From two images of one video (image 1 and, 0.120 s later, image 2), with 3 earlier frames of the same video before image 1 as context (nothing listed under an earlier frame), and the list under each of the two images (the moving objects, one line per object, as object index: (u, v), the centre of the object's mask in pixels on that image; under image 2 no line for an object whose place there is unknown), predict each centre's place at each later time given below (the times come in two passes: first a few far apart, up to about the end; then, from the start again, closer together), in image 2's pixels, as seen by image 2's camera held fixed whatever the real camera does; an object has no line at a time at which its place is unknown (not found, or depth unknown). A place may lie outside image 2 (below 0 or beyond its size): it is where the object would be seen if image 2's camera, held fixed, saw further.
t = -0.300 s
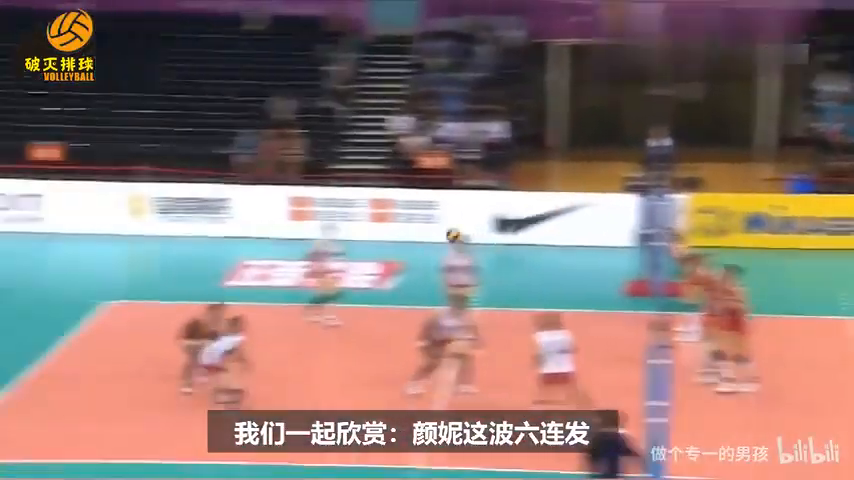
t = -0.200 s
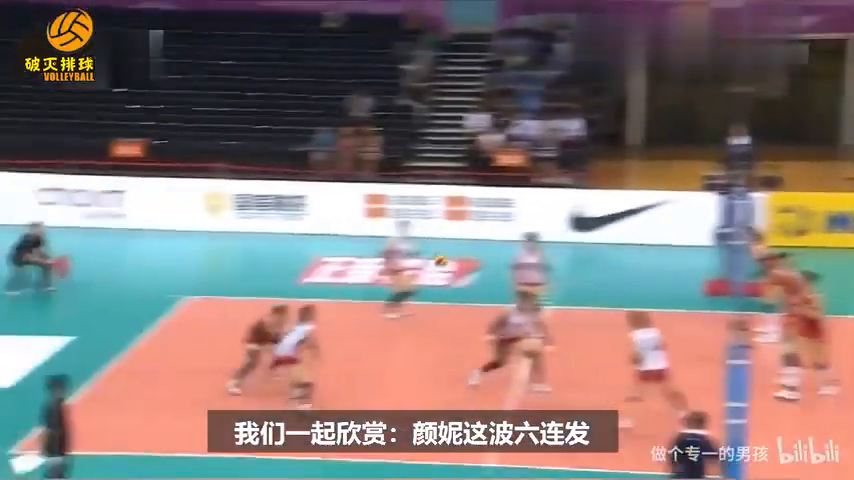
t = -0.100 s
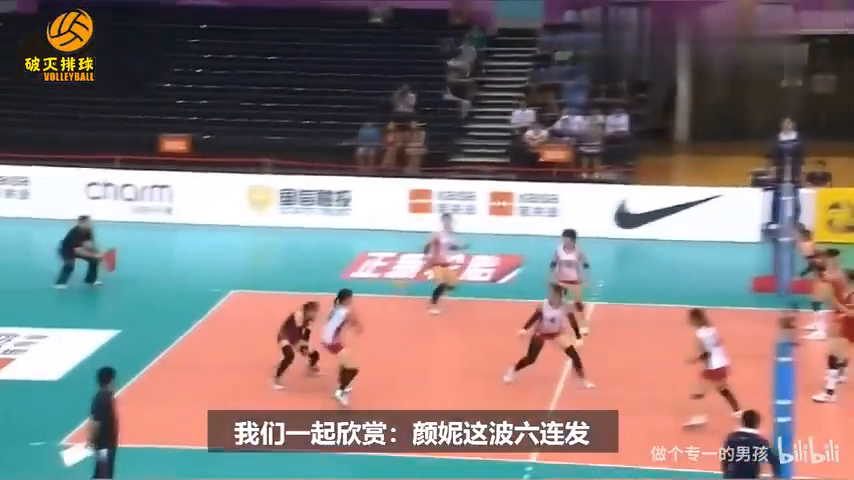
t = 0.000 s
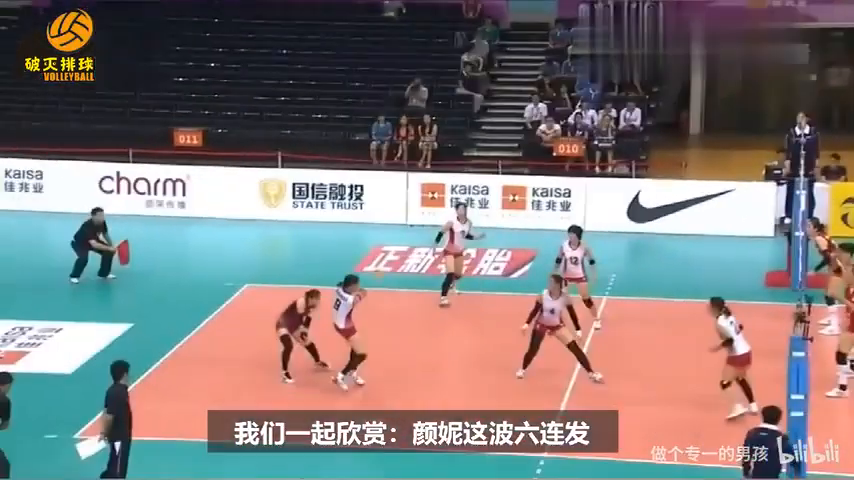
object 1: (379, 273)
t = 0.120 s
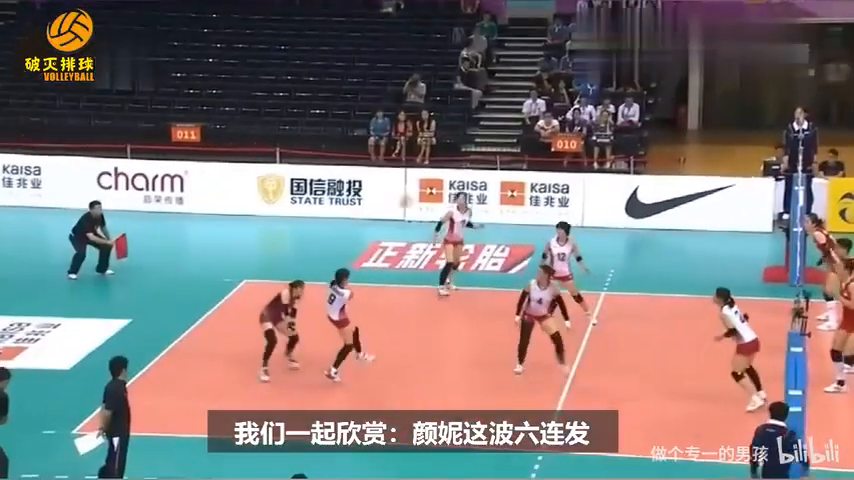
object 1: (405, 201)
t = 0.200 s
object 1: (424, 162)
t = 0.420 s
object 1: (476, 84)
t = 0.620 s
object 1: (522, 43)
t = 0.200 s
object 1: (424, 162)
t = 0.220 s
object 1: (430, 153)
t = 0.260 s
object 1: (439, 137)
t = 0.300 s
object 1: (448, 120)
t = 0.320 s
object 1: (453, 114)
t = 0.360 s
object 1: (462, 101)
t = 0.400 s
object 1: (472, 89)
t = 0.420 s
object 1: (476, 84)
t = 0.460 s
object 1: (486, 72)
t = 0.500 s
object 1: (495, 64)
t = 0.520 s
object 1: (500, 58)
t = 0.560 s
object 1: (509, 51)
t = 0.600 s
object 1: (517, 45)
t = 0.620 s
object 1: (522, 43)
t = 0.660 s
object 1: (531, 38)
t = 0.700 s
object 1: (540, 35)
